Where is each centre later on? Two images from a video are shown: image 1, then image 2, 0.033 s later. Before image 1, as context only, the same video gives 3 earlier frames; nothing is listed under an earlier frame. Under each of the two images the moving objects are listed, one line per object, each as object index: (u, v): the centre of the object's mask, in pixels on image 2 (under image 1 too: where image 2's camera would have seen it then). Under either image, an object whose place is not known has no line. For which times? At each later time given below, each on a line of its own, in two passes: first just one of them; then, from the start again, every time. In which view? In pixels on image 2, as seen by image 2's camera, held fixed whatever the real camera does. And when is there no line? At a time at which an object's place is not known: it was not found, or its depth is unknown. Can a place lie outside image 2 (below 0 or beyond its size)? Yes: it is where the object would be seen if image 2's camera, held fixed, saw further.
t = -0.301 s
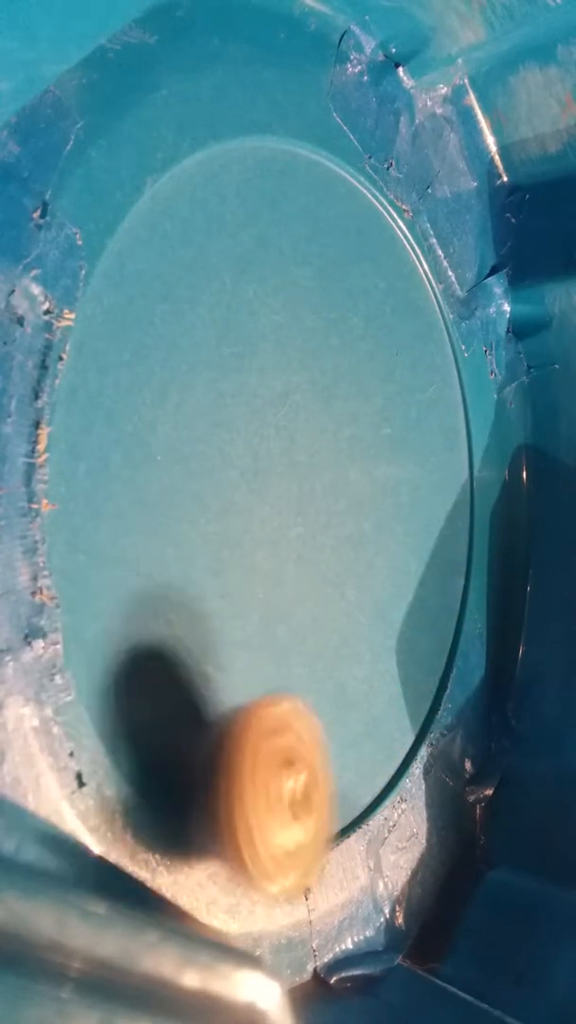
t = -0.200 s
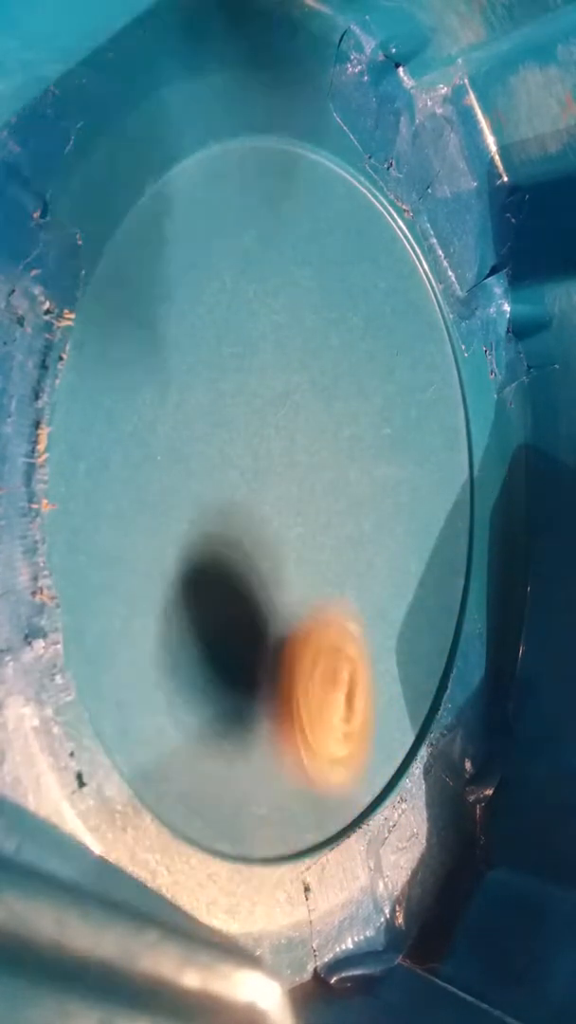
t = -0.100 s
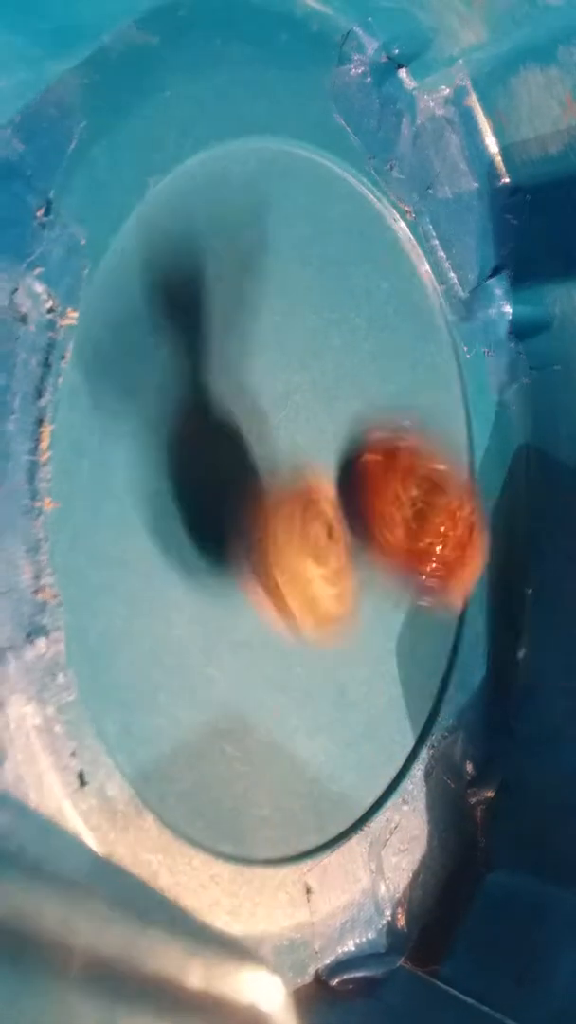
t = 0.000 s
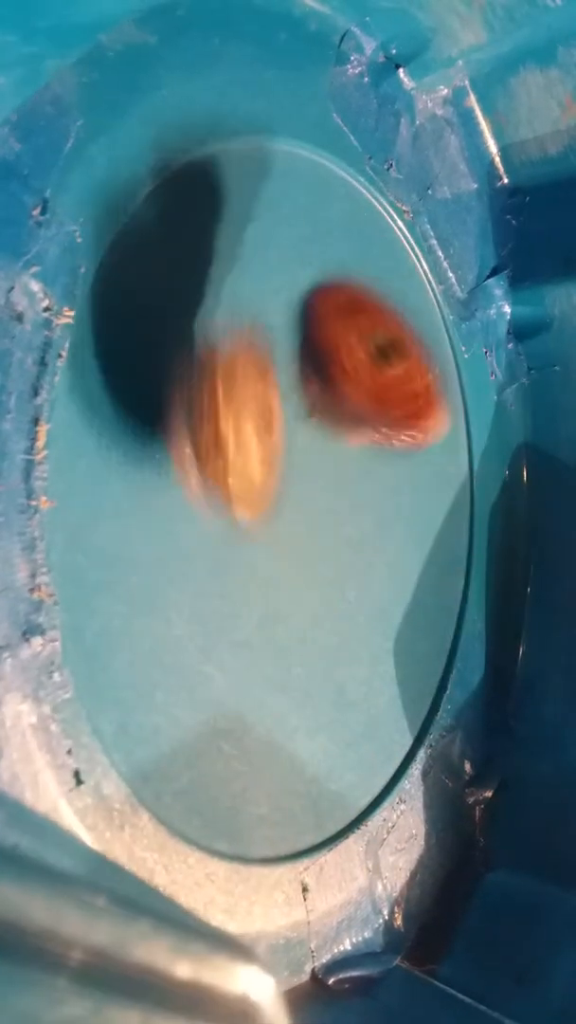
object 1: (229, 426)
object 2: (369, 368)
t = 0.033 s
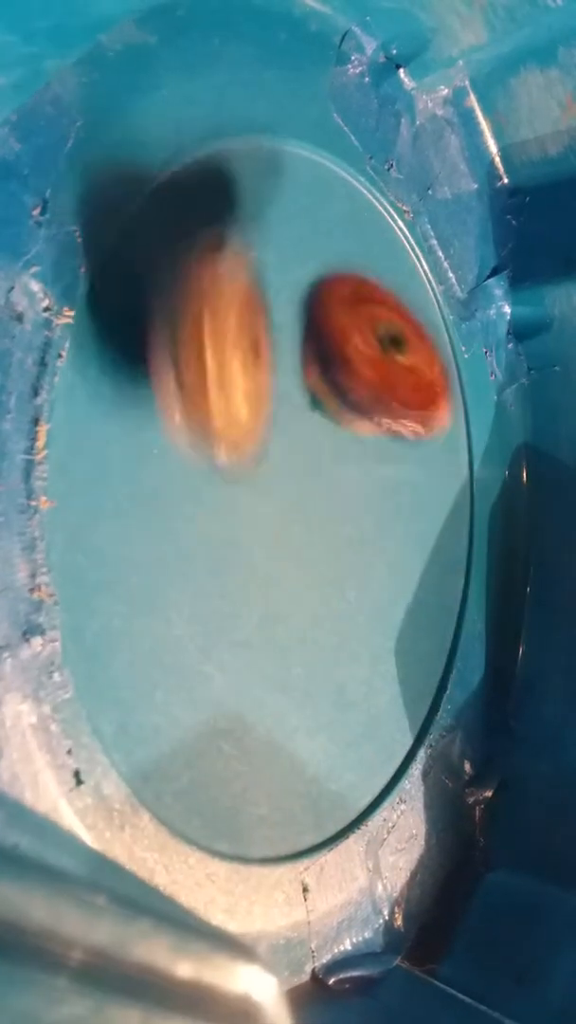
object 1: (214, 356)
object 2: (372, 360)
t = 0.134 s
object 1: (227, 170)
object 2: (379, 433)
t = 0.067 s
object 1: (207, 286)
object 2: (354, 356)
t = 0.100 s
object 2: (349, 392)
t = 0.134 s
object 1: (227, 170)
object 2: (379, 433)
